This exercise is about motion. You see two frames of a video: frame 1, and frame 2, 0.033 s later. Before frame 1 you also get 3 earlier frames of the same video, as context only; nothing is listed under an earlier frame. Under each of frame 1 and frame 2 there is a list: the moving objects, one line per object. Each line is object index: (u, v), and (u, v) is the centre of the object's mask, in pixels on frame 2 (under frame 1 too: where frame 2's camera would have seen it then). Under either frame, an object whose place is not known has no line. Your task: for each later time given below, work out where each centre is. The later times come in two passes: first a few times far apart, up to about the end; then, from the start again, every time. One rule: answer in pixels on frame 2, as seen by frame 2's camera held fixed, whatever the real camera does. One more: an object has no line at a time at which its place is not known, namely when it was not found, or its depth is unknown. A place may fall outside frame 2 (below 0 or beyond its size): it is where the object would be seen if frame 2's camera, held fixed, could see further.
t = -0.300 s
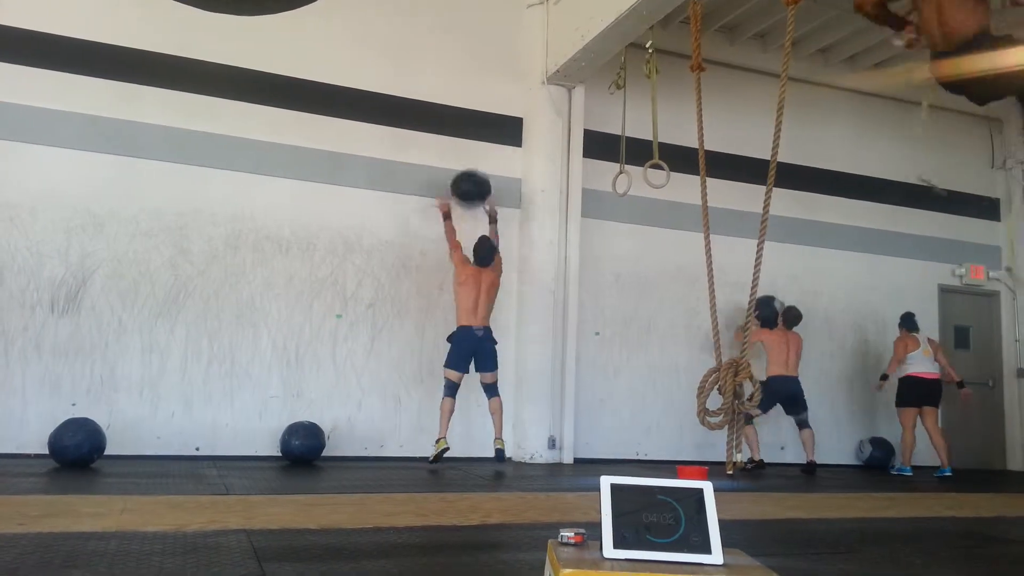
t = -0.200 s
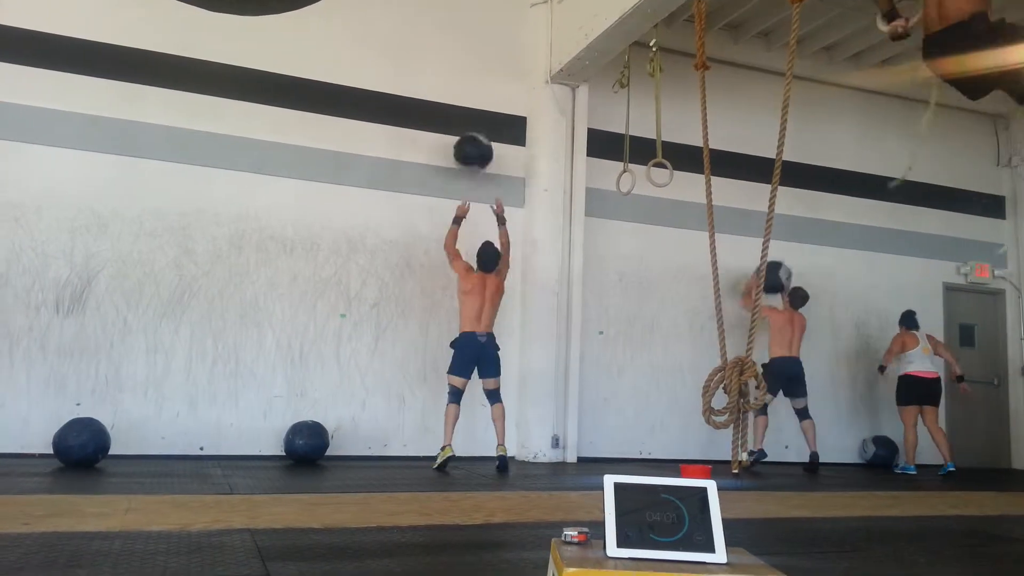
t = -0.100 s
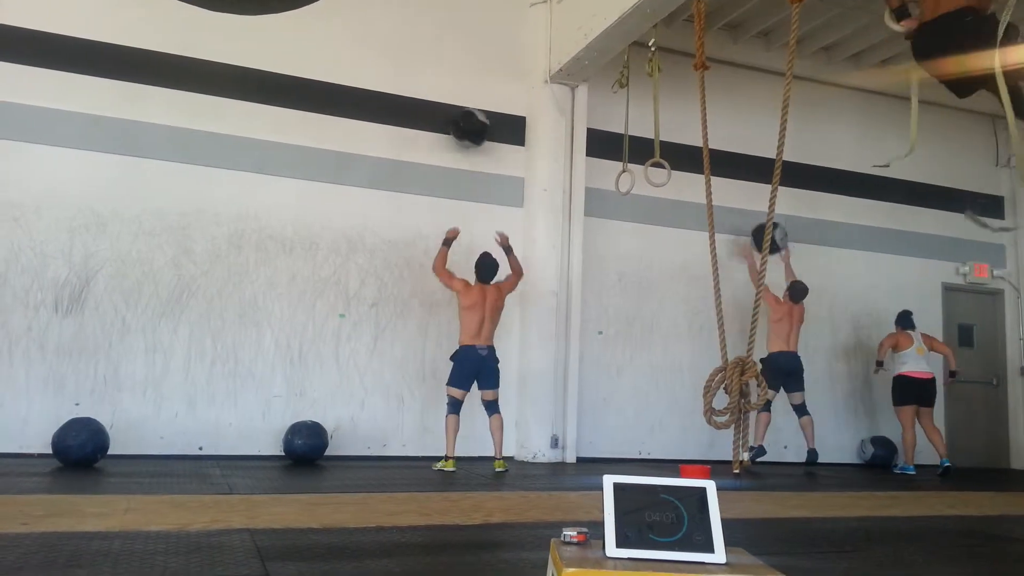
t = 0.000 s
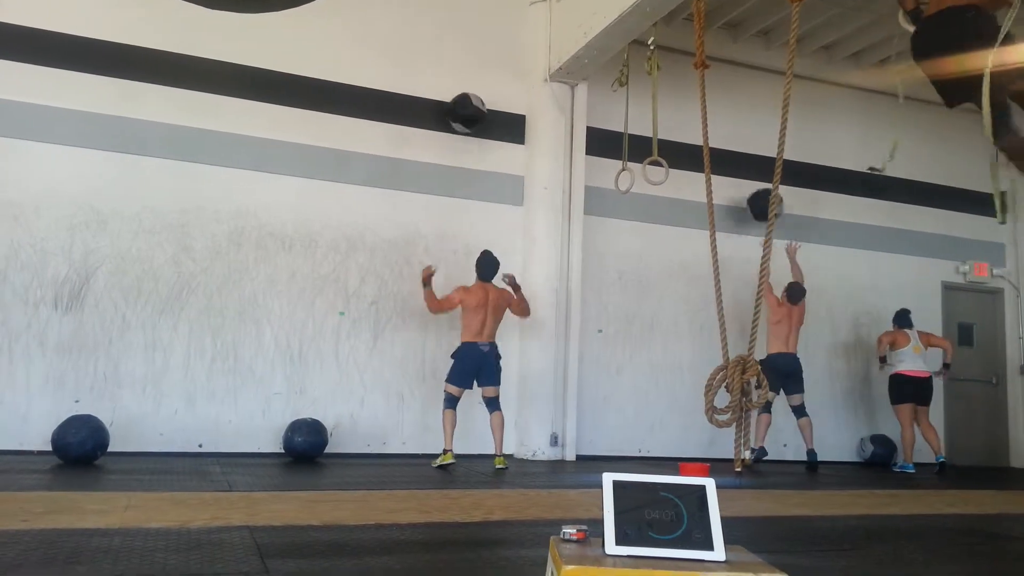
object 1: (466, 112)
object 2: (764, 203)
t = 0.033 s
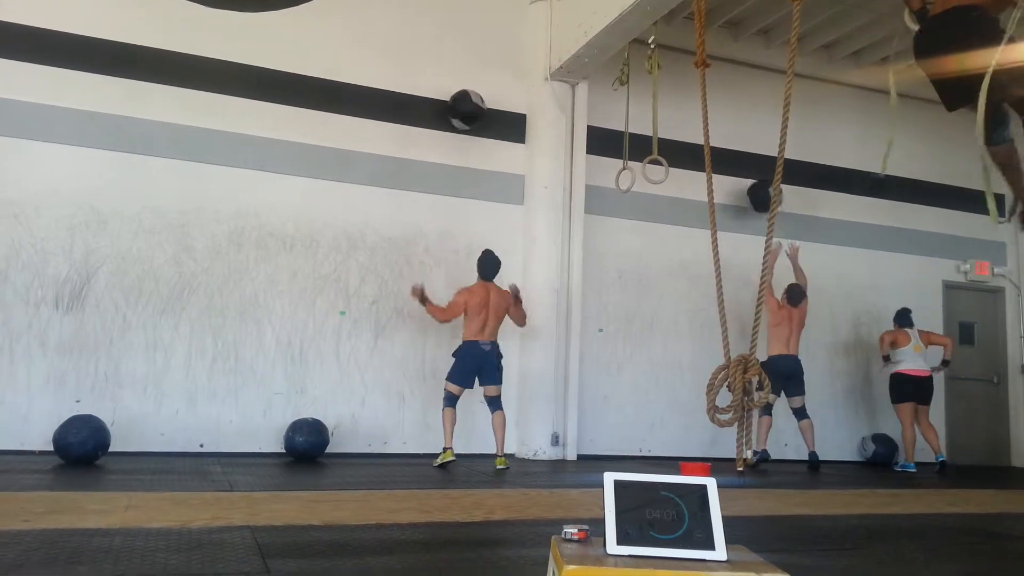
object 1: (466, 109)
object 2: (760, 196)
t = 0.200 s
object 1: (466, 110)
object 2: (756, 168)
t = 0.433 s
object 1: (465, 159)
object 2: (756, 171)
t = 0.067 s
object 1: (466, 108)
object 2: (761, 188)
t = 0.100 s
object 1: (466, 107)
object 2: (760, 181)
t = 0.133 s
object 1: (466, 107)
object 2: (759, 176)
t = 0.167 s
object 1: (466, 108)
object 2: (759, 173)
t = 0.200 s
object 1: (466, 110)
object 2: (756, 168)
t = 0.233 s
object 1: (465, 114)
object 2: (756, 166)
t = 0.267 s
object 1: (466, 119)
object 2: (753, 165)
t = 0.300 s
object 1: (467, 124)
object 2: (753, 165)
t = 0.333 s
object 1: (466, 131)
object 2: (754, 165)
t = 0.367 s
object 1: (465, 139)
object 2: (754, 165)
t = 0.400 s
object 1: (465, 148)
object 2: (756, 168)
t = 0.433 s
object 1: (465, 159)
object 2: (756, 171)
